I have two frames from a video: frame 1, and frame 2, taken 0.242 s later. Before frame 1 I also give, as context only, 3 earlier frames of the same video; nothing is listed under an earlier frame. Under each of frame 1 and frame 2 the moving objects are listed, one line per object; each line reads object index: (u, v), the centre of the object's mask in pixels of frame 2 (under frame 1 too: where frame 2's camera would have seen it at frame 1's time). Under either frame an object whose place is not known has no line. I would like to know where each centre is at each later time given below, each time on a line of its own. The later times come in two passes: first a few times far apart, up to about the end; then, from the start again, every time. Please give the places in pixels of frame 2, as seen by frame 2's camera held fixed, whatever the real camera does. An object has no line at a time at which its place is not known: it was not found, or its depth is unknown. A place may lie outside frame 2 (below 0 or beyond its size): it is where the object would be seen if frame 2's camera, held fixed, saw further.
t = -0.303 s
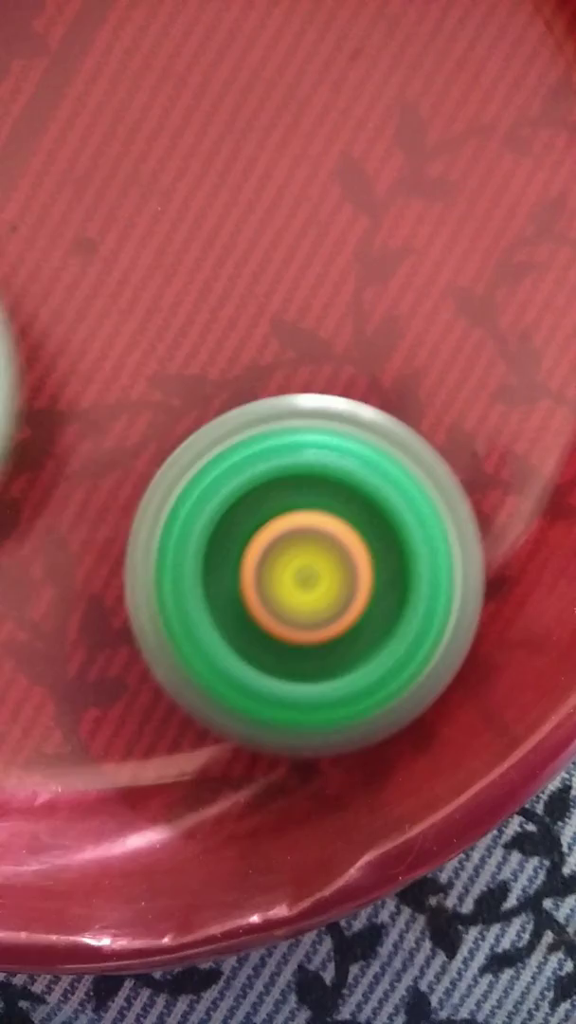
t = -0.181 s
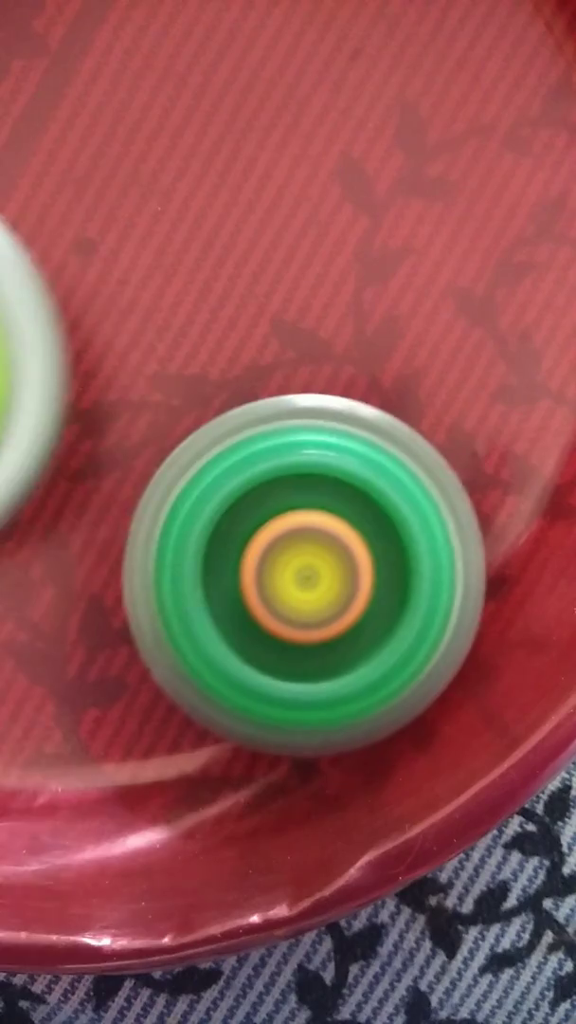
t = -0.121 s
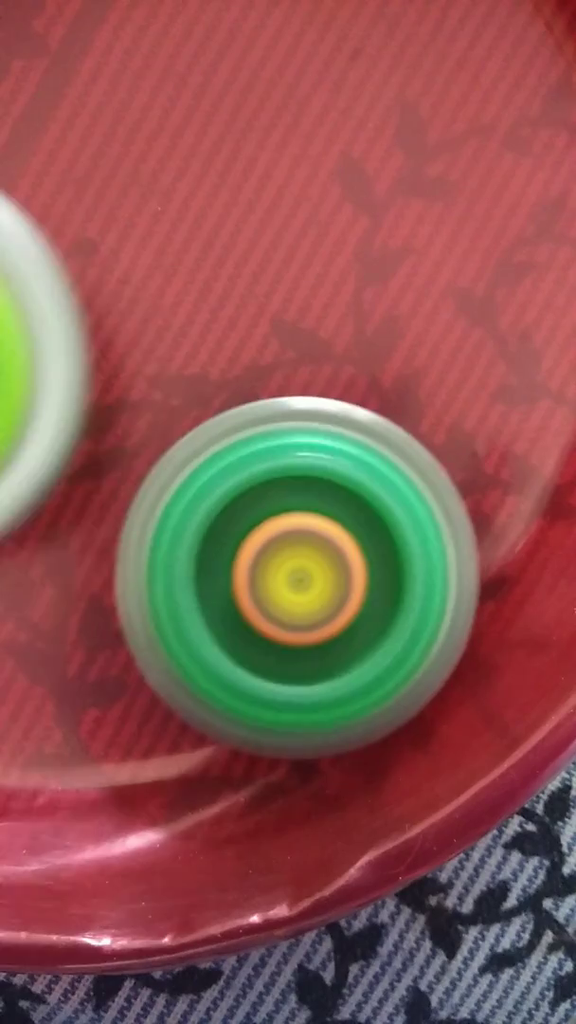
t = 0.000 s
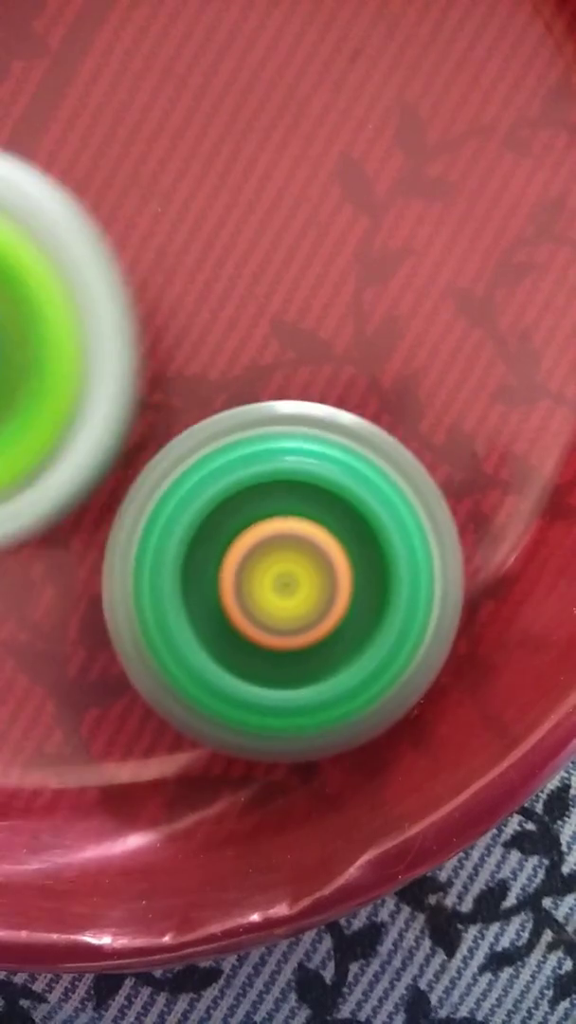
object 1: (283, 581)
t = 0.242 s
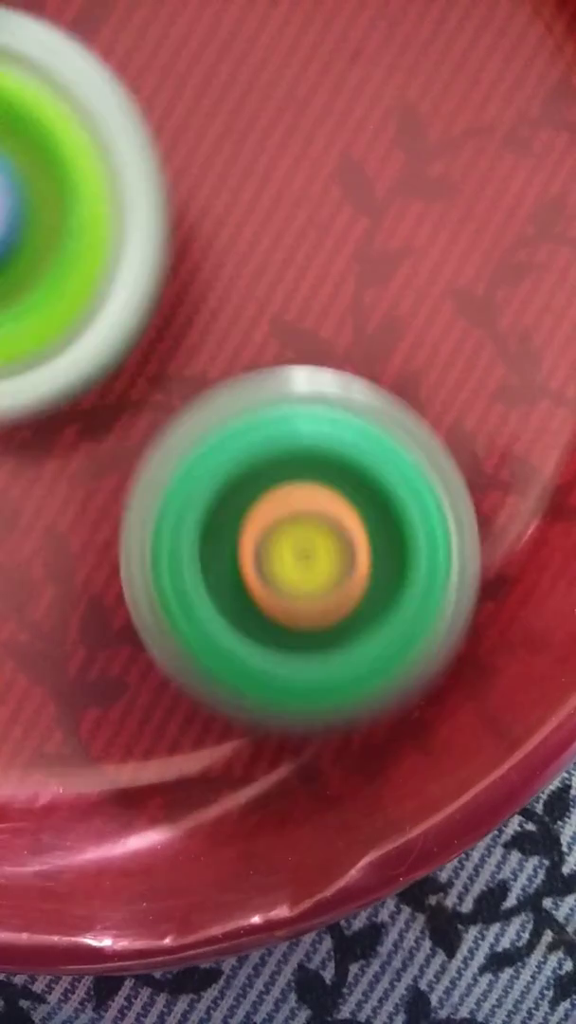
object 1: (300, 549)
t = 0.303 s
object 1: (290, 530)
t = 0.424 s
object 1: (257, 470)
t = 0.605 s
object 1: (178, 321)
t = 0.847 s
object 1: (85, 256)
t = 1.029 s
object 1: (74, 311)
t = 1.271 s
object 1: (121, 292)
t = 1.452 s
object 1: (148, 250)
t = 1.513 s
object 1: (143, 206)
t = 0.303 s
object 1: (290, 530)
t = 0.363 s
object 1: (274, 506)
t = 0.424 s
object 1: (257, 470)
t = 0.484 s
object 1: (236, 427)
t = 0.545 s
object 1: (209, 376)
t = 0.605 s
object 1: (178, 321)
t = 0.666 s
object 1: (151, 267)
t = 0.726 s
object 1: (125, 234)
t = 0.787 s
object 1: (105, 244)
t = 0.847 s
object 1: (85, 256)
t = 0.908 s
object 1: (73, 269)
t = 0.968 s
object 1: (69, 286)
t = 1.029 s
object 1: (74, 311)
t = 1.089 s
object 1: (82, 332)
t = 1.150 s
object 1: (96, 331)
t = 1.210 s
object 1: (109, 319)
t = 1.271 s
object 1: (121, 292)
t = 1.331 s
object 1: (136, 290)
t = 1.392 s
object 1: (147, 286)
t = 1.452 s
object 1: (148, 250)
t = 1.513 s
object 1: (143, 206)
